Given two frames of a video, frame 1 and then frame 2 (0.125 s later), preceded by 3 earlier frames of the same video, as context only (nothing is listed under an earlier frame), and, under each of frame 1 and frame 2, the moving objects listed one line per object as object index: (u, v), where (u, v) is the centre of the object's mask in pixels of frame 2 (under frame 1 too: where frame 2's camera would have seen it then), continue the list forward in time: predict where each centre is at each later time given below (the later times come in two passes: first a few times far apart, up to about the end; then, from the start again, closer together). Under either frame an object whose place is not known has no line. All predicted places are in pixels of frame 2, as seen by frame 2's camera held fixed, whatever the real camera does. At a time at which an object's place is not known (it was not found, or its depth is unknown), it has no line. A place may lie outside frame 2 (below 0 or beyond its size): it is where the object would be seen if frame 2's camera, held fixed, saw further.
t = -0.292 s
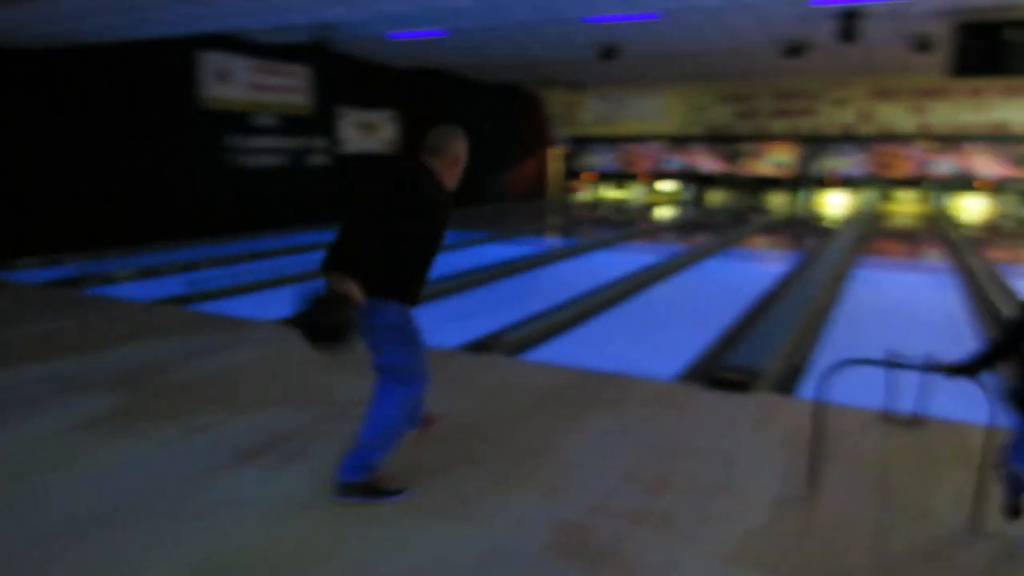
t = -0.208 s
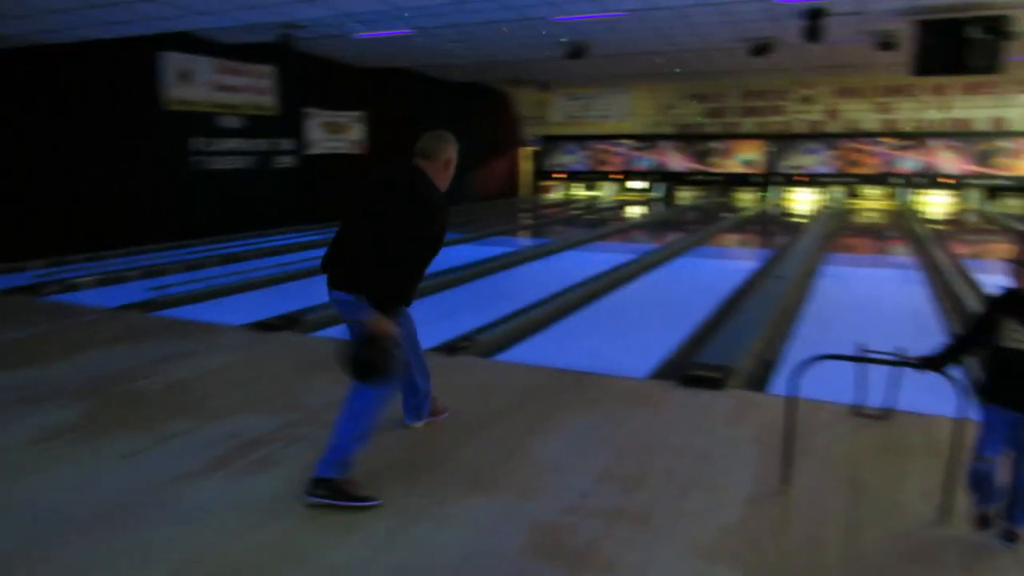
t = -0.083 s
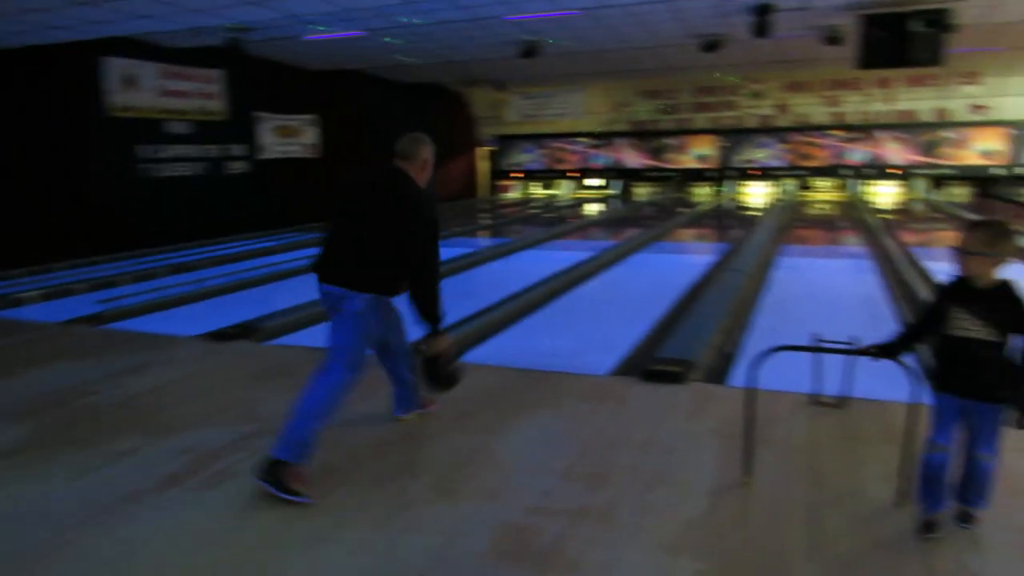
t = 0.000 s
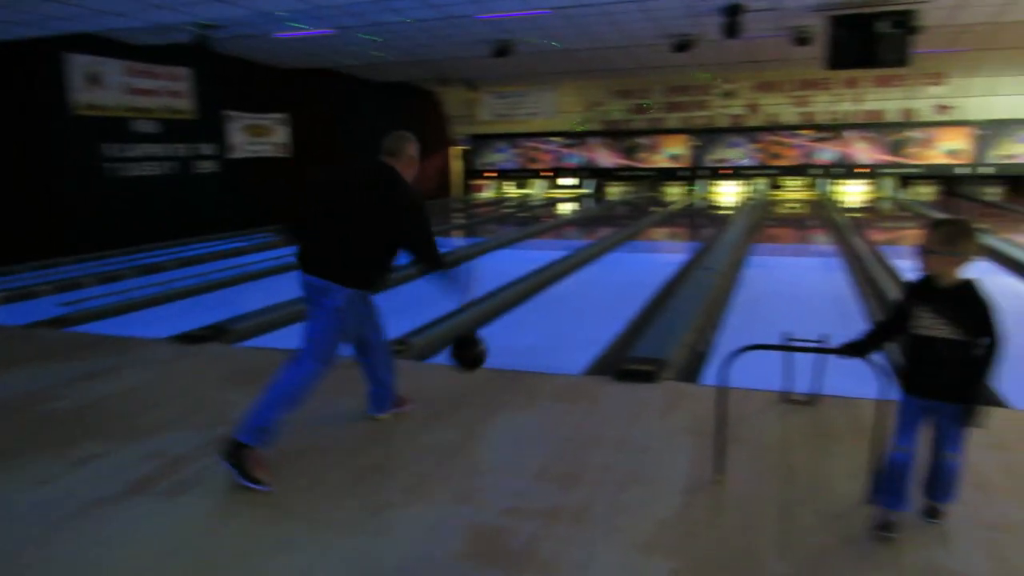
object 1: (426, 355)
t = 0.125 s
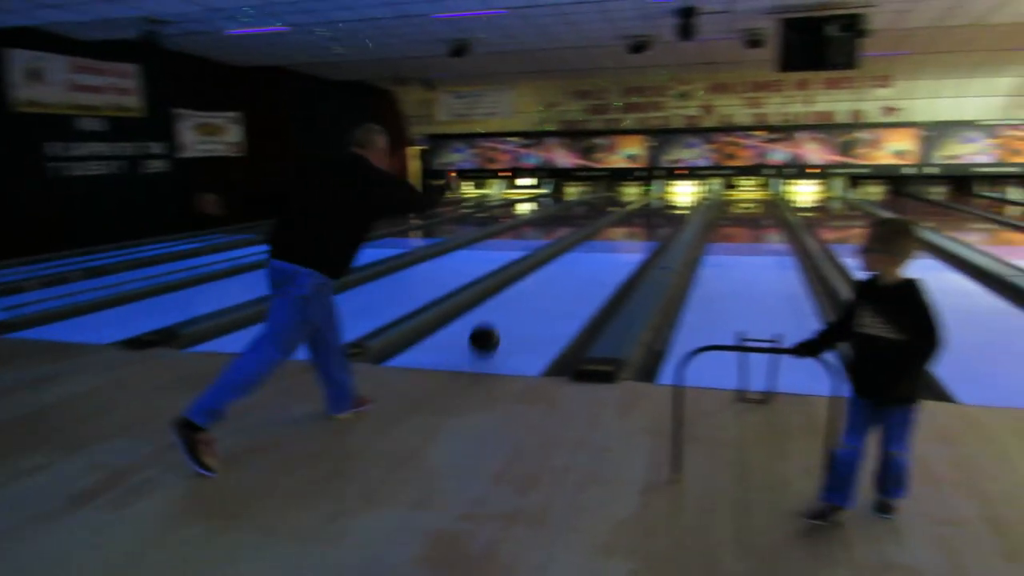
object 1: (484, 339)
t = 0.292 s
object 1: (534, 302)
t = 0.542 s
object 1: (580, 267)
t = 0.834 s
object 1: (612, 244)
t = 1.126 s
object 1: (633, 227)
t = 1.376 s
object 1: (645, 218)
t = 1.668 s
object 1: (656, 208)
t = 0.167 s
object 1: (499, 326)
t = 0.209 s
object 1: (512, 318)
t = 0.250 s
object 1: (524, 311)
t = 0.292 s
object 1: (534, 302)
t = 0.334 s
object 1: (543, 295)
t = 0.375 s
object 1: (552, 289)
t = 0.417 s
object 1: (559, 283)
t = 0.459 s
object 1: (566, 277)
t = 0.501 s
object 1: (573, 272)
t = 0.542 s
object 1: (580, 267)
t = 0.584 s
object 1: (585, 263)
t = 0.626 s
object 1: (591, 259)
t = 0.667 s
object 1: (595, 255)
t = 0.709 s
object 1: (600, 252)
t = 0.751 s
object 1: (604, 249)
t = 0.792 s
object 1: (608, 246)
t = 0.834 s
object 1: (612, 244)
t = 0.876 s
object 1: (615, 241)
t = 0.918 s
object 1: (619, 239)
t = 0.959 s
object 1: (622, 236)
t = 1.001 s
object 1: (625, 234)
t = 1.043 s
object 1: (628, 232)
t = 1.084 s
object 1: (631, 229)
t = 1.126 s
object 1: (633, 227)
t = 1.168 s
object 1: (635, 225)
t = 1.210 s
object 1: (638, 223)
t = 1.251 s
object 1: (640, 222)
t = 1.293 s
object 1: (642, 220)
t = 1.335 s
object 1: (644, 219)
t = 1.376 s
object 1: (645, 218)
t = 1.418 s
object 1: (647, 216)
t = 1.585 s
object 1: (655, 211)
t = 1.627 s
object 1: (657, 210)
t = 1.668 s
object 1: (656, 208)
